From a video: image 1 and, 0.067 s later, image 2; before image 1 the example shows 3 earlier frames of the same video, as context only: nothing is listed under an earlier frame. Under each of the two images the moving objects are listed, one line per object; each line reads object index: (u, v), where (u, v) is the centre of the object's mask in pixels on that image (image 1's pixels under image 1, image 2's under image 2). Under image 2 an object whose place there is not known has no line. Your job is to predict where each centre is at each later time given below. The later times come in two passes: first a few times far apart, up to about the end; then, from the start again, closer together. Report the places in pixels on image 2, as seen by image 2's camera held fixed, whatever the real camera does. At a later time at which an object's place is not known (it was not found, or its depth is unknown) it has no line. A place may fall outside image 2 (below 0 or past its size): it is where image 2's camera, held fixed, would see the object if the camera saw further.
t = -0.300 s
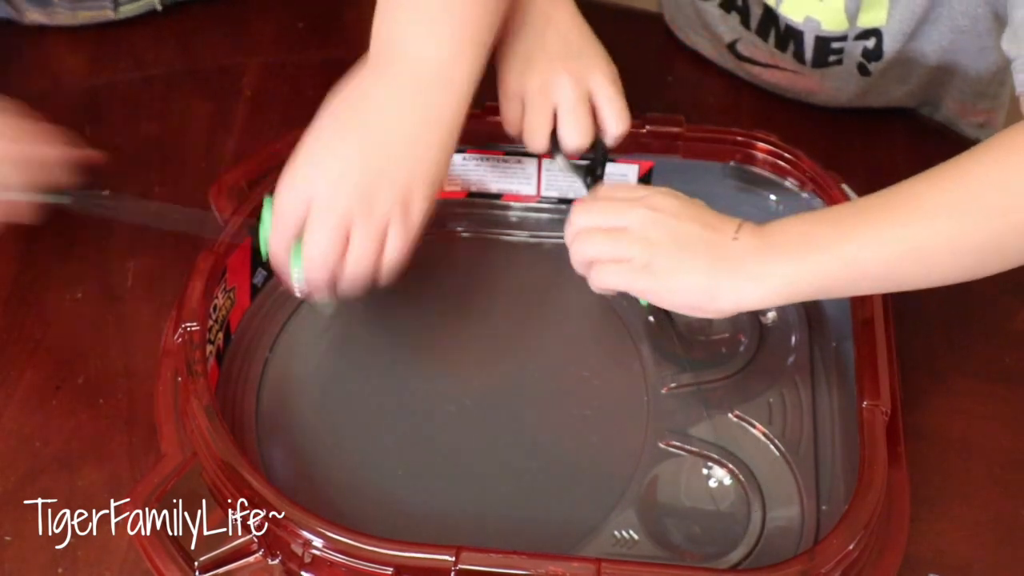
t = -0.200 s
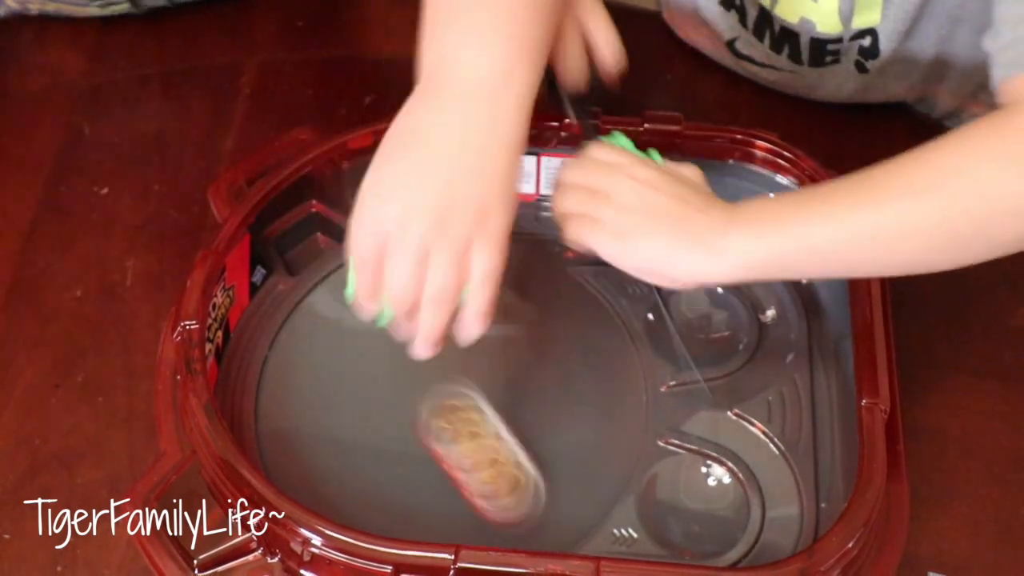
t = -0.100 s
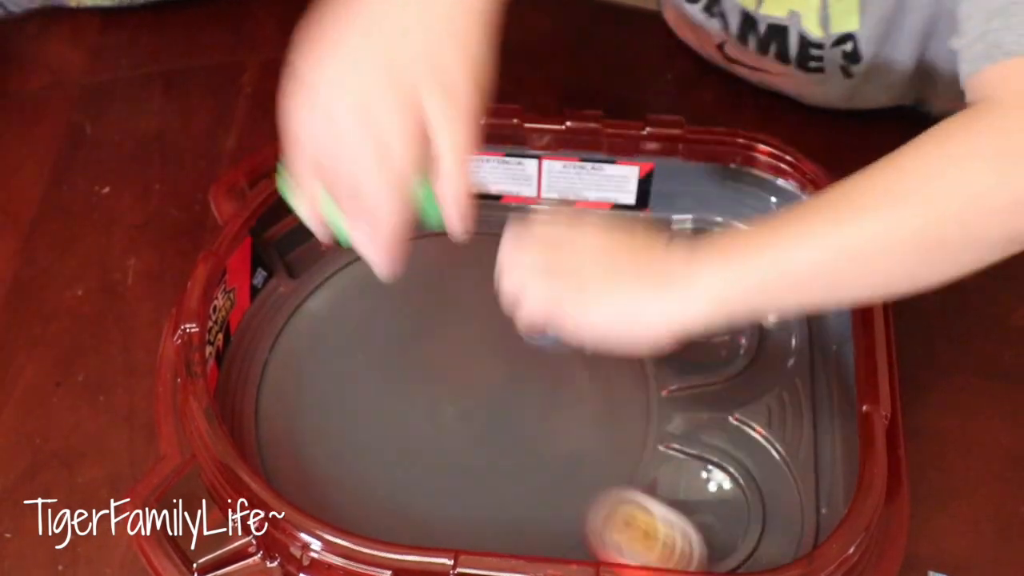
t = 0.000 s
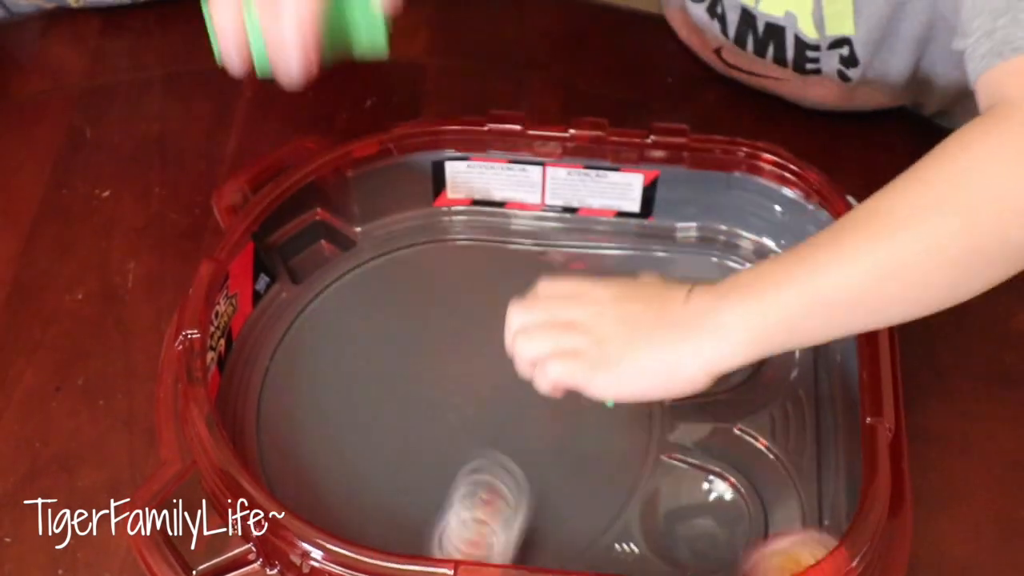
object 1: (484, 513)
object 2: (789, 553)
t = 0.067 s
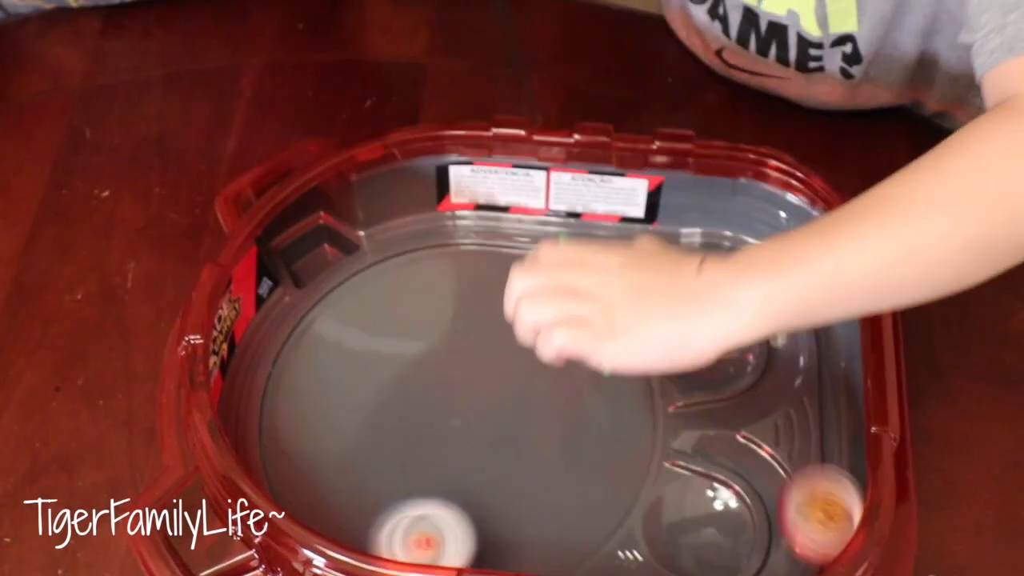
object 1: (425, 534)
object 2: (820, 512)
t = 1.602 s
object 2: (685, 272)
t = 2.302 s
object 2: (720, 273)
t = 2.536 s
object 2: (729, 274)
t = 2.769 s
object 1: (361, 295)
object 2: (738, 278)
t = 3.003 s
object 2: (734, 275)
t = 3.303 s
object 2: (743, 280)
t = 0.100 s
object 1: (399, 534)
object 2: (823, 477)
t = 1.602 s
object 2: (685, 272)
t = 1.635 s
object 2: (688, 275)
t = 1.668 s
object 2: (693, 275)
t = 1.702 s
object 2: (701, 275)
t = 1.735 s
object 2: (713, 274)
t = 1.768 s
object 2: (726, 274)
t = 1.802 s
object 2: (737, 266)
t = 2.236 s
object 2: (724, 273)
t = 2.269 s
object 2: (722, 272)
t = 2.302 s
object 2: (720, 273)
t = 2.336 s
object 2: (719, 272)
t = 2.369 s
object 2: (719, 272)
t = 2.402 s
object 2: (719, 273)
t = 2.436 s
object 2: (721, 272)
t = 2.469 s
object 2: (722, 272)
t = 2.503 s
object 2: (724, 273)
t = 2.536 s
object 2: (729, 274)
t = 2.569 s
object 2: (732, 274)
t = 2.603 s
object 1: (448, 344)
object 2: (734, 276)
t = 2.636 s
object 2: (737, 277)
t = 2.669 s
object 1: (418, 308)
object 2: (738, 278)
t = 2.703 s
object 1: (400, 297)
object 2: (740, 278)
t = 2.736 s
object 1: (379, 293)
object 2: (740, 278)
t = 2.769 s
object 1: (361, 295)
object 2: (738, 278)
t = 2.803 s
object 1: (347, 302)
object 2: (736, 277)
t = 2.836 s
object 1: (337, 313)
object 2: (735, 276)
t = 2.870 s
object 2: (734, 275)
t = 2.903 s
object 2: (734, 275)
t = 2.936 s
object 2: (734, 275)
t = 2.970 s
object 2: (734, 275)
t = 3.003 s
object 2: (734, 275)
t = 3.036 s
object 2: (735, 276)
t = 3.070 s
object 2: (734, 276)
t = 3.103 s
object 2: (736, 276)
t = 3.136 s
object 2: (736, 276)
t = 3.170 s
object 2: (736, 277)
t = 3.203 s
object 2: (737, 277)
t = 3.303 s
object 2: (743, 280)
